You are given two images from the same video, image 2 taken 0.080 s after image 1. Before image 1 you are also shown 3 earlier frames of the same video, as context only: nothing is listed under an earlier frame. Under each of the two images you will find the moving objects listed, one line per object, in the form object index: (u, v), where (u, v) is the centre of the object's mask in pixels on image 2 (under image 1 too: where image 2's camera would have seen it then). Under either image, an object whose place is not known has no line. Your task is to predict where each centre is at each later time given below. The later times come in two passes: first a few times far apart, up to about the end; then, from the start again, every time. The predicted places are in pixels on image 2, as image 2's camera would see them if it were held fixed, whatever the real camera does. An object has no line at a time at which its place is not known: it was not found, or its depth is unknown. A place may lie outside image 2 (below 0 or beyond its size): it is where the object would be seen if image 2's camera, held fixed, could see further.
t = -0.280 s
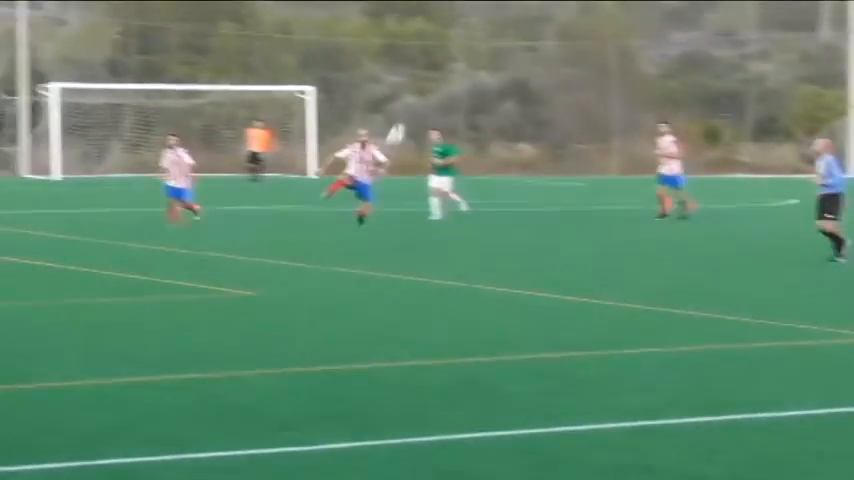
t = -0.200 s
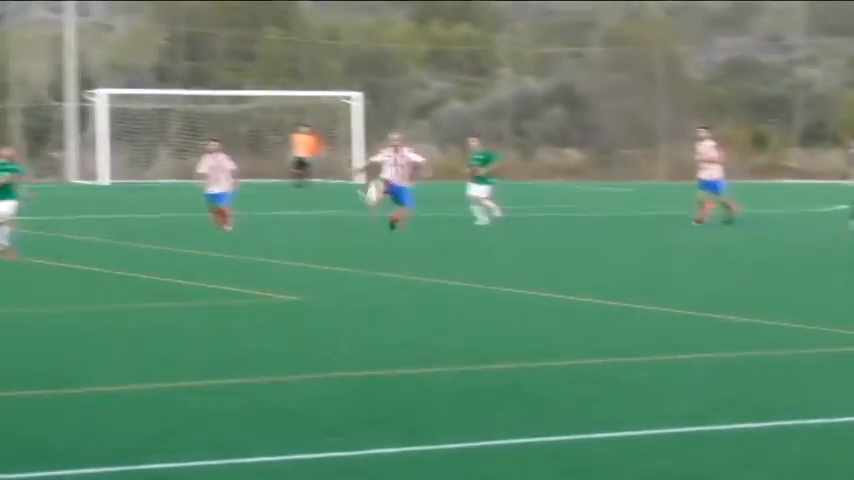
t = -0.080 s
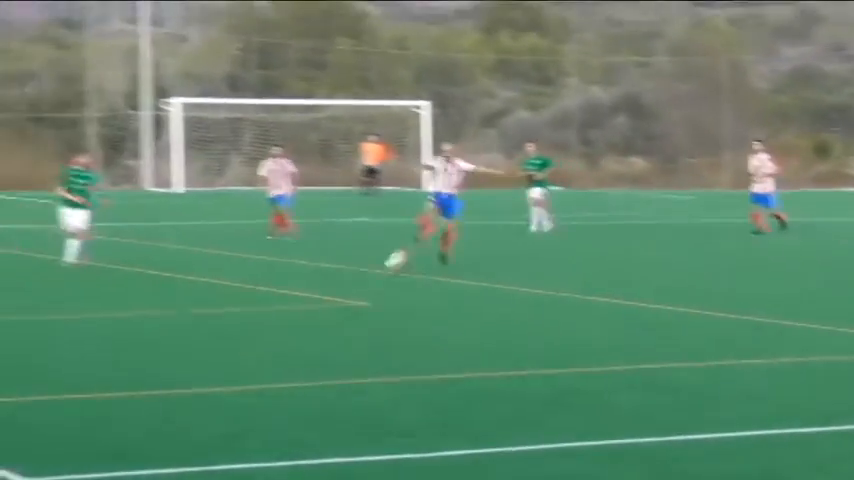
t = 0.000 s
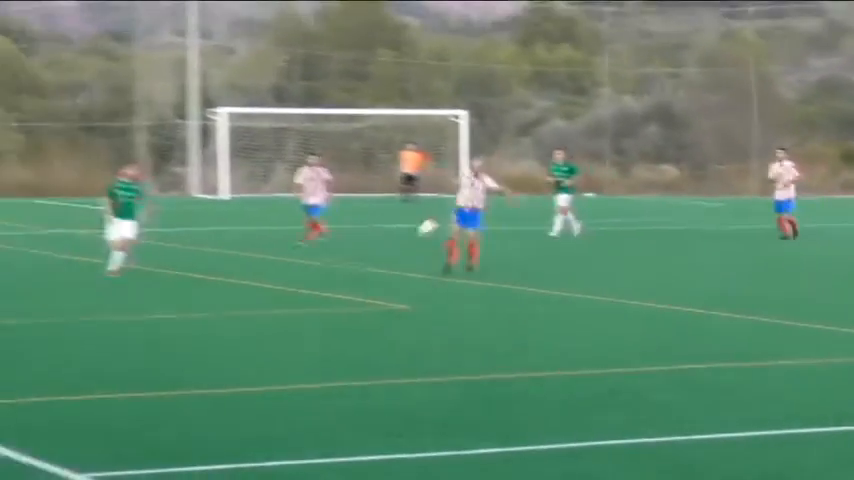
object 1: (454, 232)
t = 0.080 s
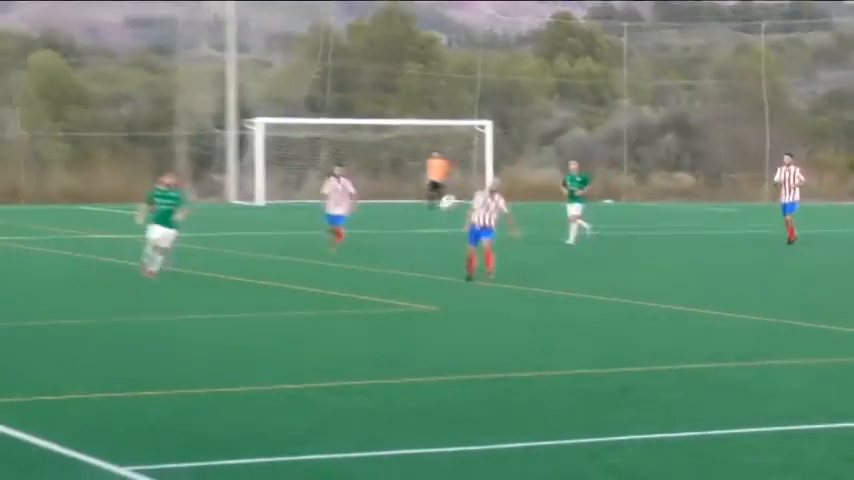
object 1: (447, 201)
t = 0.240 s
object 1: (434, 151)
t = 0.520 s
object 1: (411, 107)
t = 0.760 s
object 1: (391, 110)
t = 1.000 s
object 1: (371, 153)
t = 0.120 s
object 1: (445, 188)
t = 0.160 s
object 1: (443, 175)
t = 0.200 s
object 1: (441, 162)
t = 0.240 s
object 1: (434, 151)
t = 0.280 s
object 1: (432, 143)
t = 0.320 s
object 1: (428, 134)
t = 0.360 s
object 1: (425, 129)
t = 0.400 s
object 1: (421, 120)
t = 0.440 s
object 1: (419, 115)
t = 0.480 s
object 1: (415, 111)
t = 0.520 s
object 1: (411, 107)
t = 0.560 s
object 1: (408, 105)
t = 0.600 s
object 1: (405, 104)
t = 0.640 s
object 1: (401, 104)
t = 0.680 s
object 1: (398, 105)
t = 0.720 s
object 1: (394, 107)
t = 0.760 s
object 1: (391, 110)
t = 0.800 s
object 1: (388, 114)
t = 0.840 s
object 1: (384, 119)
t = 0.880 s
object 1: (380, 127)
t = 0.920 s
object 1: (378, 133)
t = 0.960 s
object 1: (374, 142)
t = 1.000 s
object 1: (371, 153)
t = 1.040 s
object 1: (367, 165)
